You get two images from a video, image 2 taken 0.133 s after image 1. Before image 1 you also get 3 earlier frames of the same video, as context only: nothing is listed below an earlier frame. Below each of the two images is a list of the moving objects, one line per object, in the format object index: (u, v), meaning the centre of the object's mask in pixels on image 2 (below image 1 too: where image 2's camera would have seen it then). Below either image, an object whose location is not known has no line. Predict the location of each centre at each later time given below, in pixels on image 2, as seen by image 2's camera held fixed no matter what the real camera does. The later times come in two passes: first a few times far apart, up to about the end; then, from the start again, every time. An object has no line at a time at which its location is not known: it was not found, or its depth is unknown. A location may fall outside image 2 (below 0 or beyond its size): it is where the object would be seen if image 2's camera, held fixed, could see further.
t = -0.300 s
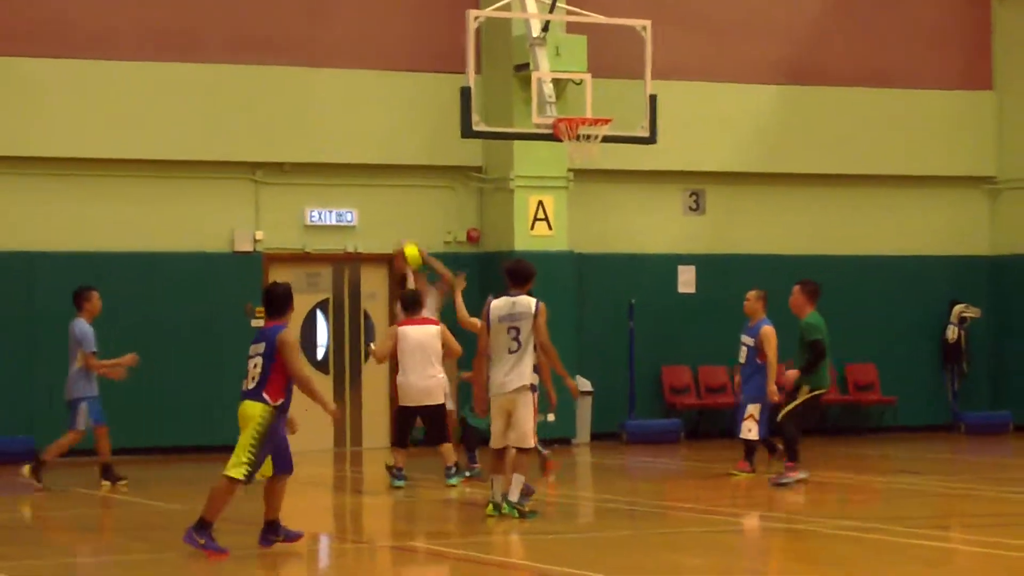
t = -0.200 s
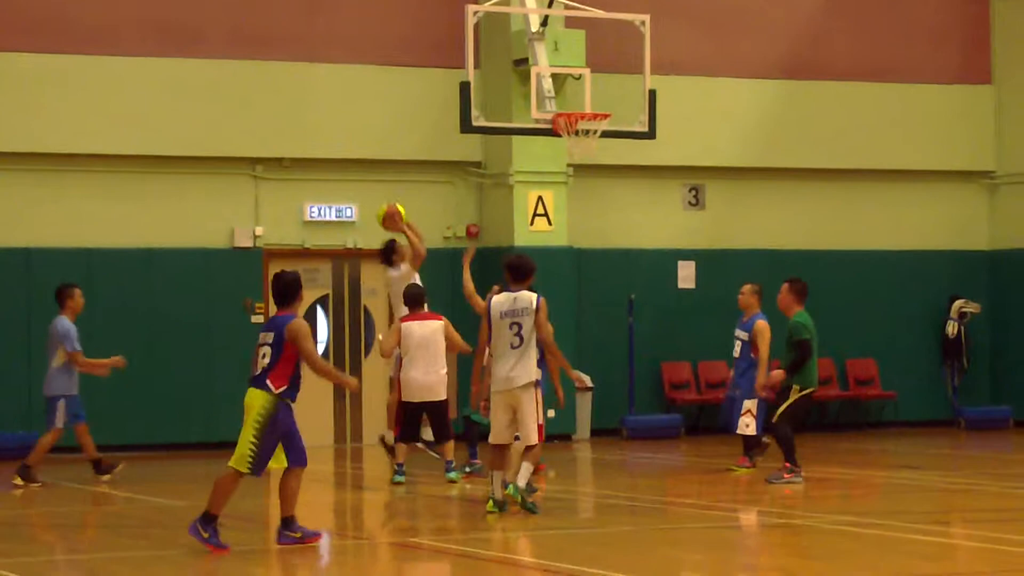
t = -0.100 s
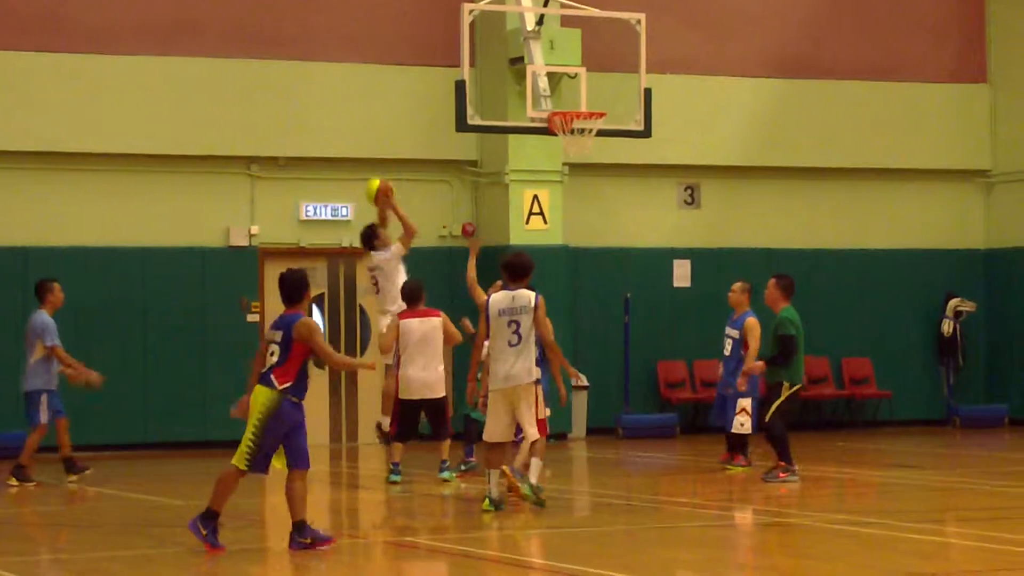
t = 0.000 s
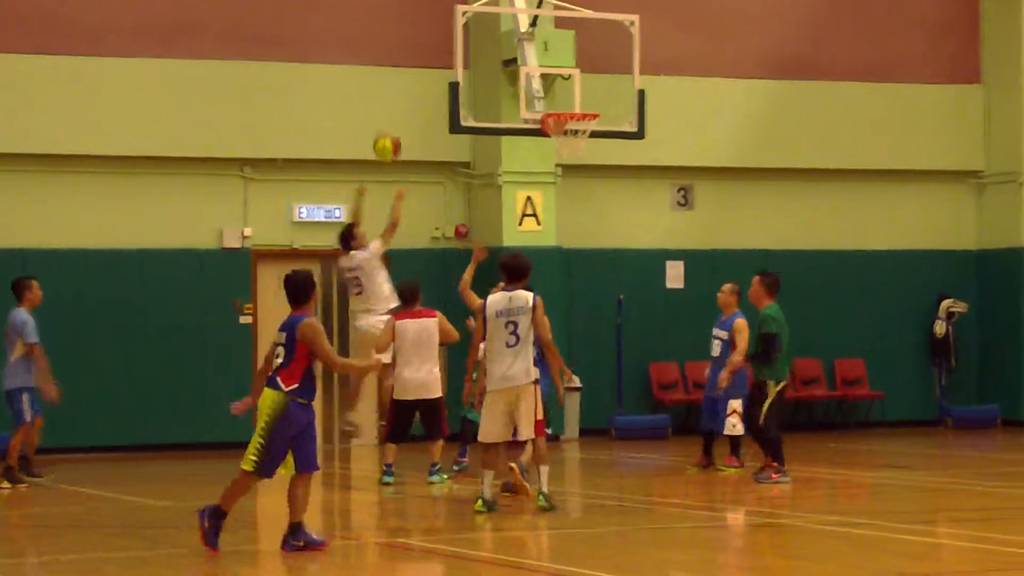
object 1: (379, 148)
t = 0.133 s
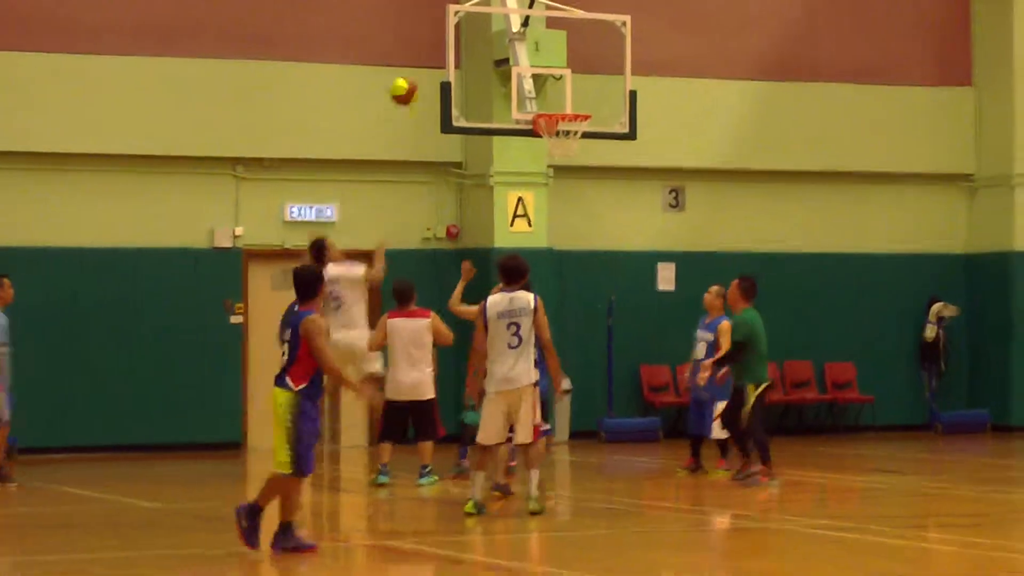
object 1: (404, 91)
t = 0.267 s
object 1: (429, 57)
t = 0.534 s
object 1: (395, 71)
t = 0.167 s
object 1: (410, 81)
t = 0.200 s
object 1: (415, 72)
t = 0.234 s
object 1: (423, 63)
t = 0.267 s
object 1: (429, 57)
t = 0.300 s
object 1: (433, 52)
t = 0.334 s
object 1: (432, 51)
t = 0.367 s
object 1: (428, 50)
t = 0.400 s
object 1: (423, 52)
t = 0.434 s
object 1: (415, 55)
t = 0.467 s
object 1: (409, 59)
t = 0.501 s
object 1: (403, 64)
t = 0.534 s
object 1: (395, 71)
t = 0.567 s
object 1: (389, 80)
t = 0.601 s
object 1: (383, 88)
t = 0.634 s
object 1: (377, 99)
